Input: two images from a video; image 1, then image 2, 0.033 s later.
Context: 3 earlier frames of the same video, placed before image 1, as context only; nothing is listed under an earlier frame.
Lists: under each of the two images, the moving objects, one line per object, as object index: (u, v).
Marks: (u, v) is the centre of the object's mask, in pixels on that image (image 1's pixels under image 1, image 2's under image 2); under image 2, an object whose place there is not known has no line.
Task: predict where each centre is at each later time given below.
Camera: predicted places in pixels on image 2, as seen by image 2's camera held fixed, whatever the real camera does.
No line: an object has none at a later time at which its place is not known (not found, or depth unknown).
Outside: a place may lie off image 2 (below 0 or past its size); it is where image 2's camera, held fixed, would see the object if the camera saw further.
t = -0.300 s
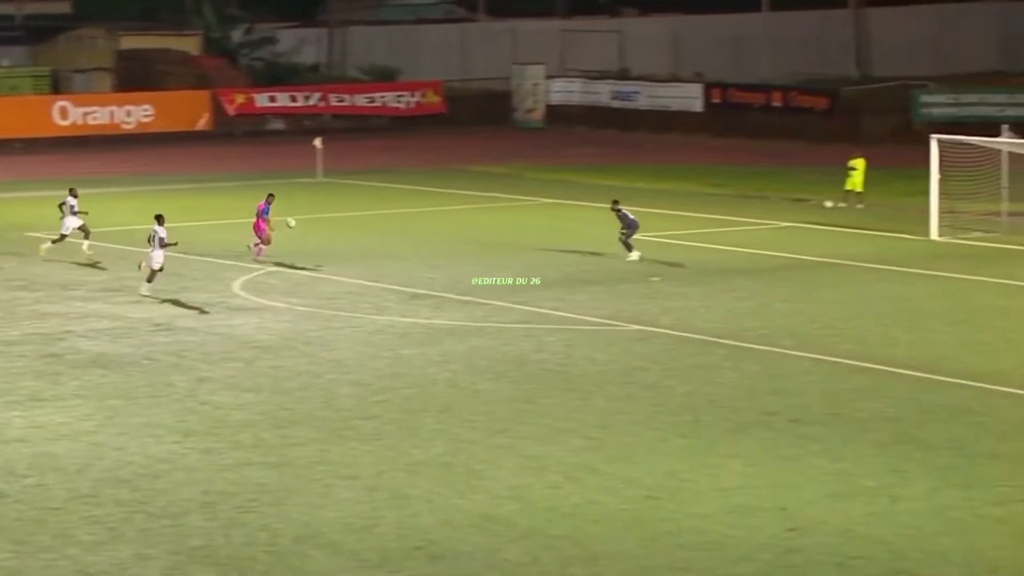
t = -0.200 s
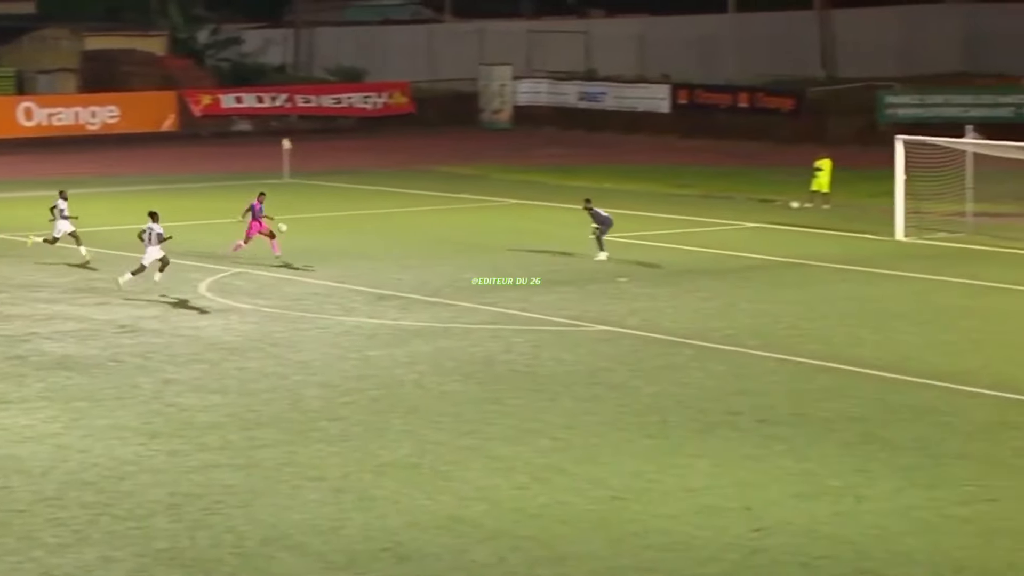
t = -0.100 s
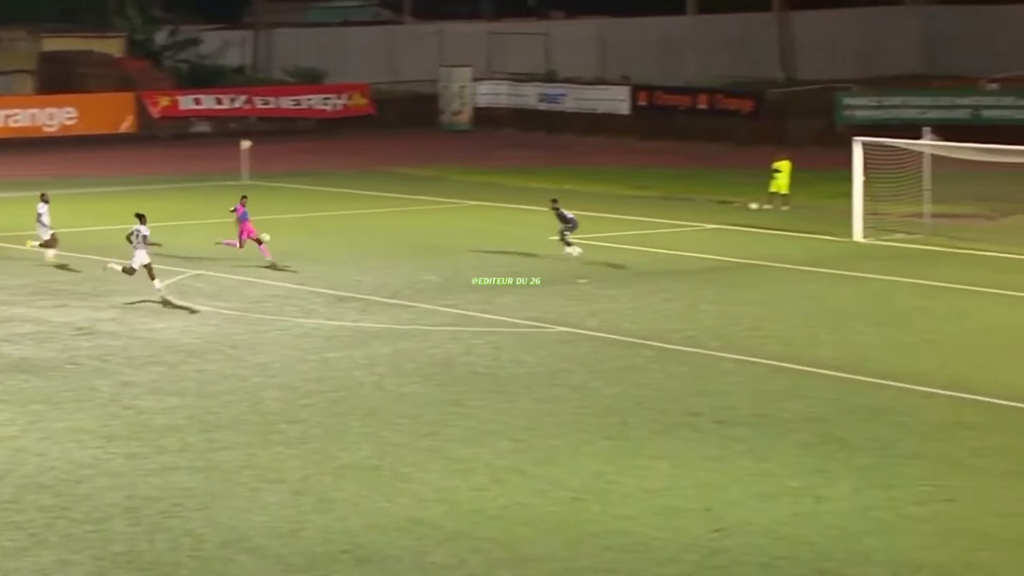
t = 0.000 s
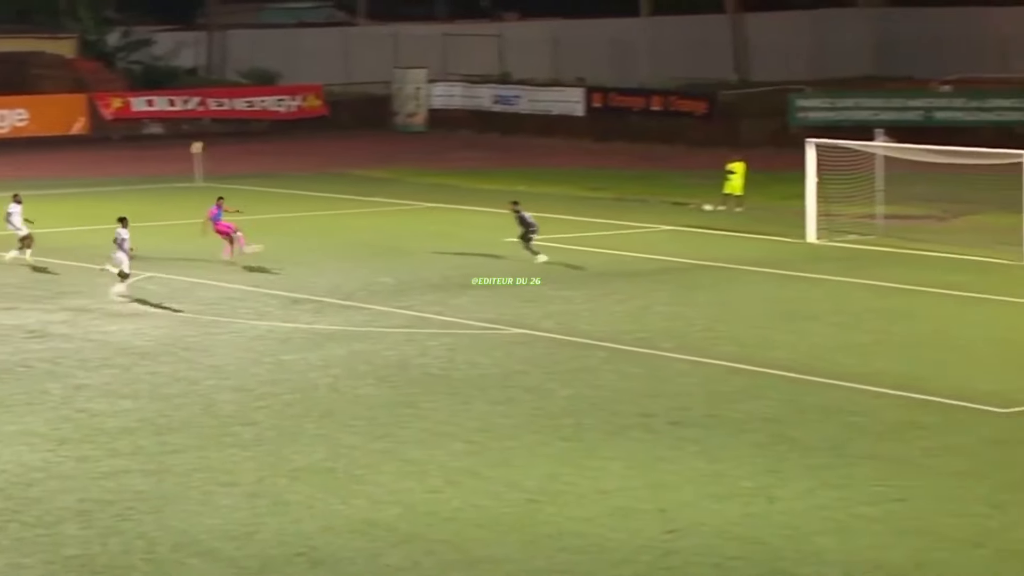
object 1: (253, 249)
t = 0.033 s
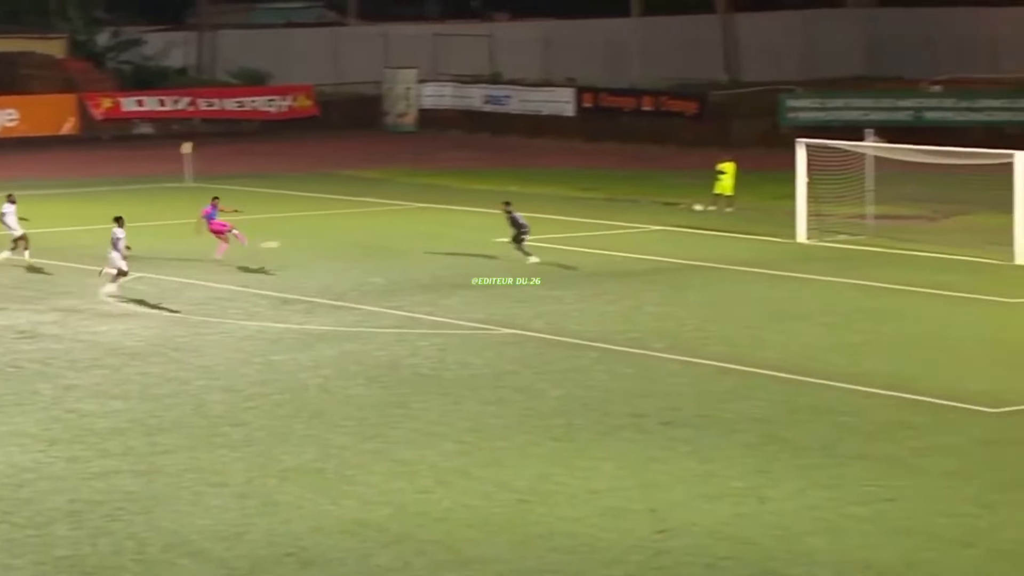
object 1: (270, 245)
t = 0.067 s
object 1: (320, 239)
